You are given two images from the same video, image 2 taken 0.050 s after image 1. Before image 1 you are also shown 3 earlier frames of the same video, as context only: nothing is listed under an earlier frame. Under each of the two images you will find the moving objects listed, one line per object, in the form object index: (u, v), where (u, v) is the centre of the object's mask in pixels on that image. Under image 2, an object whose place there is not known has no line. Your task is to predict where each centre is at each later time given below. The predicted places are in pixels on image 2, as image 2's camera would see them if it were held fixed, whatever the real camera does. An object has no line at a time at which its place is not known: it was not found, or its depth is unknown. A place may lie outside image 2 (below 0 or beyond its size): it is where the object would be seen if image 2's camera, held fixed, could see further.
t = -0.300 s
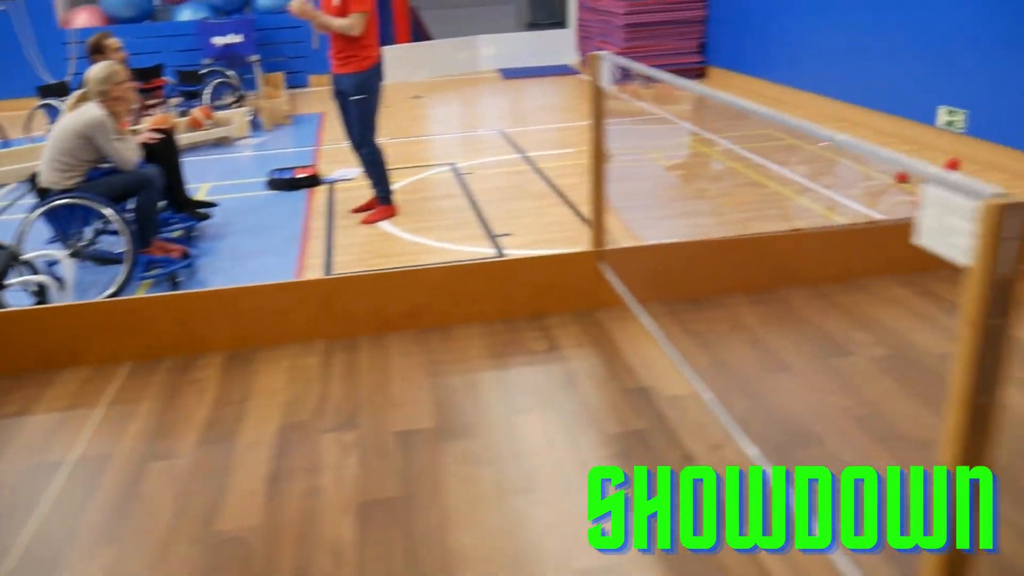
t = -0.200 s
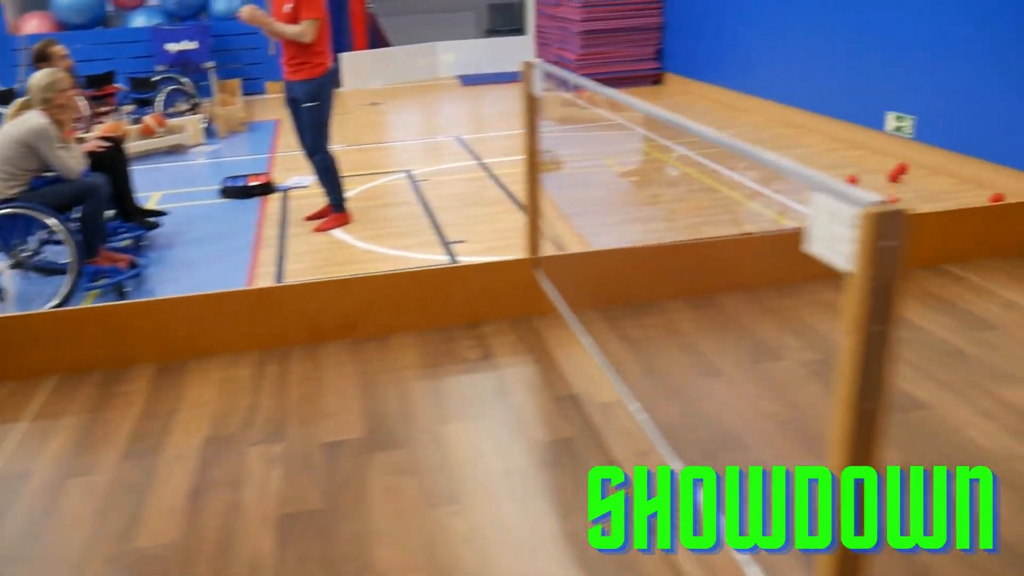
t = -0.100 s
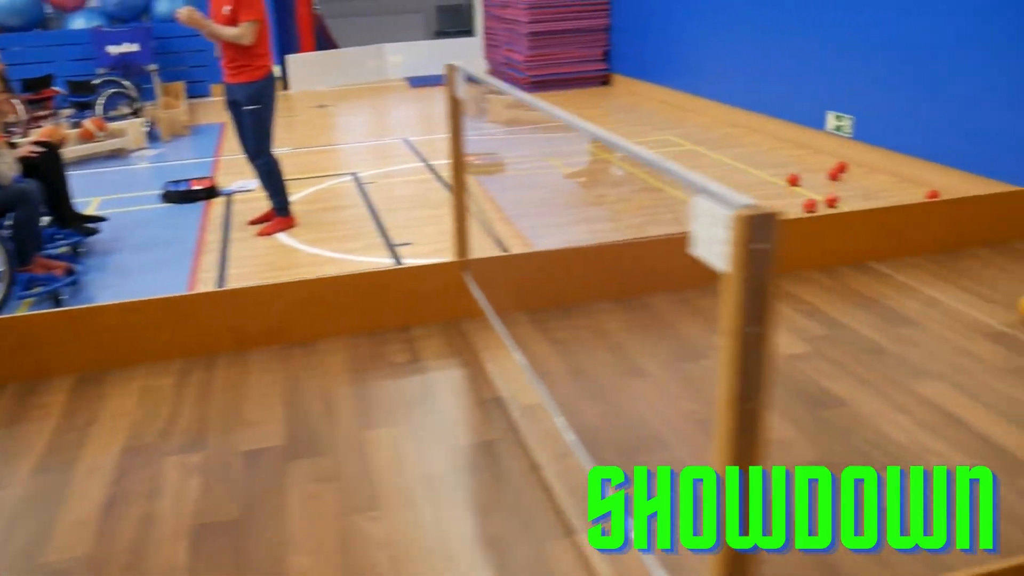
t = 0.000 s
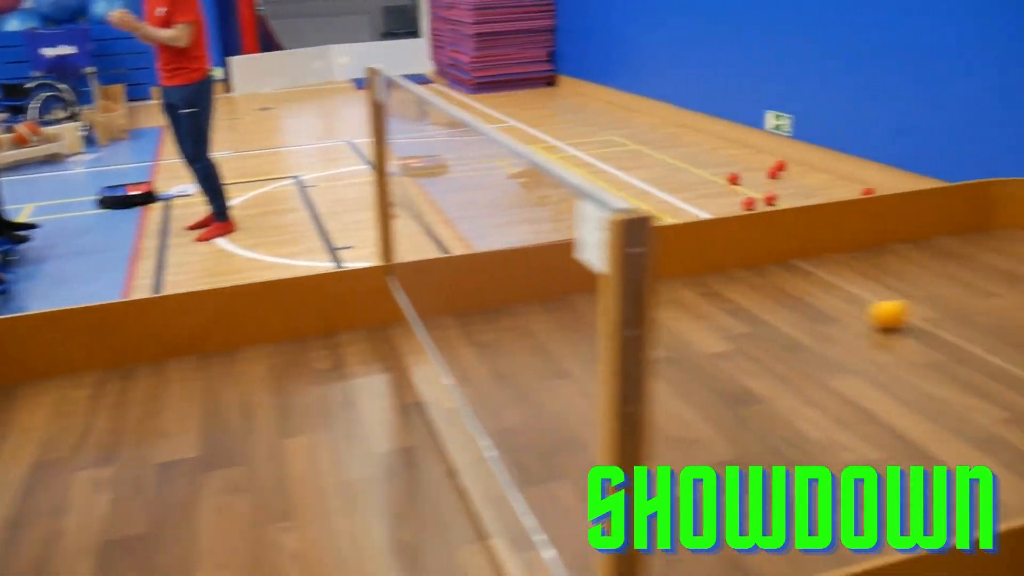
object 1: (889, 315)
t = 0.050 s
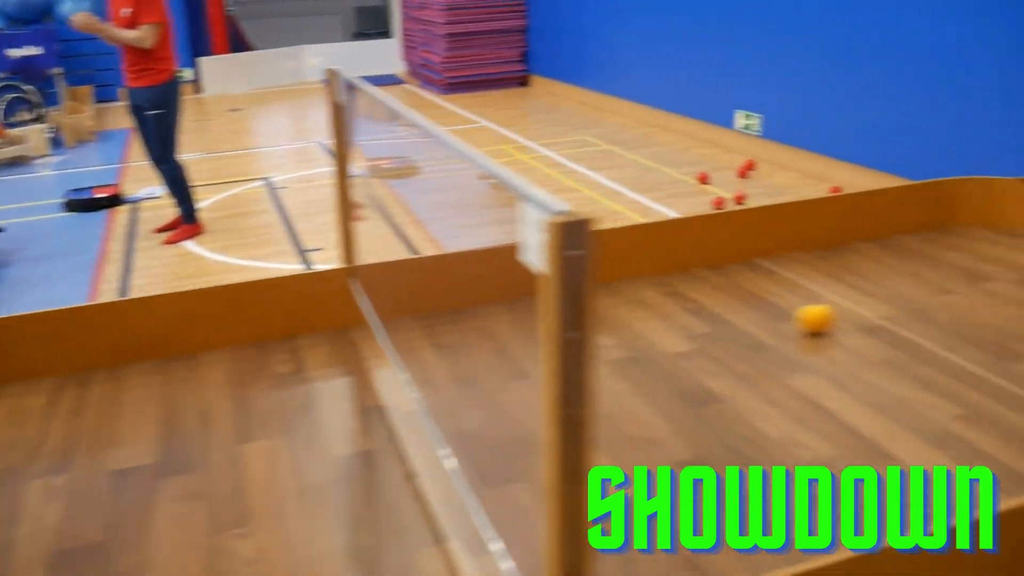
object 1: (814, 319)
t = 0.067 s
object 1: (803, 321)
